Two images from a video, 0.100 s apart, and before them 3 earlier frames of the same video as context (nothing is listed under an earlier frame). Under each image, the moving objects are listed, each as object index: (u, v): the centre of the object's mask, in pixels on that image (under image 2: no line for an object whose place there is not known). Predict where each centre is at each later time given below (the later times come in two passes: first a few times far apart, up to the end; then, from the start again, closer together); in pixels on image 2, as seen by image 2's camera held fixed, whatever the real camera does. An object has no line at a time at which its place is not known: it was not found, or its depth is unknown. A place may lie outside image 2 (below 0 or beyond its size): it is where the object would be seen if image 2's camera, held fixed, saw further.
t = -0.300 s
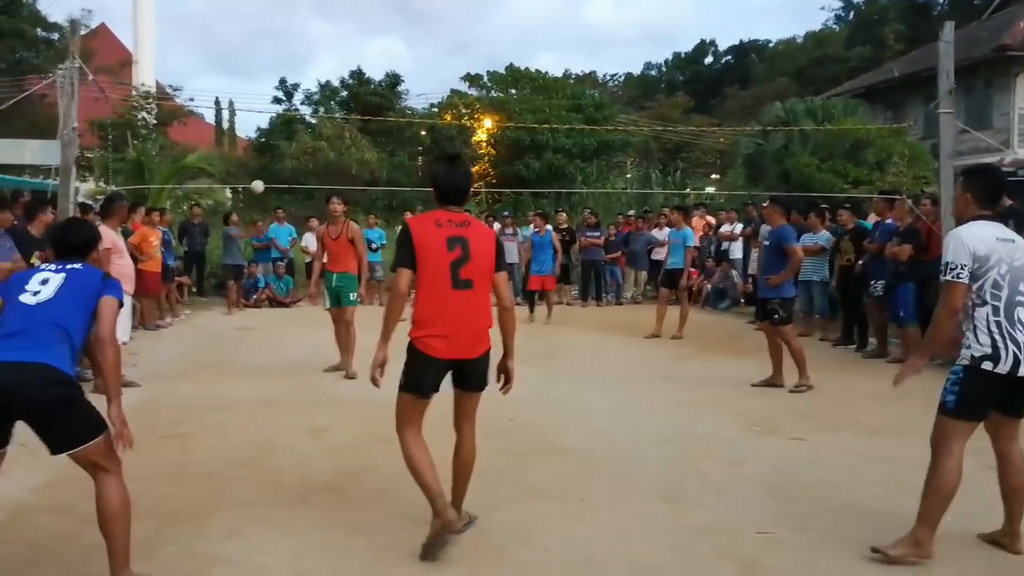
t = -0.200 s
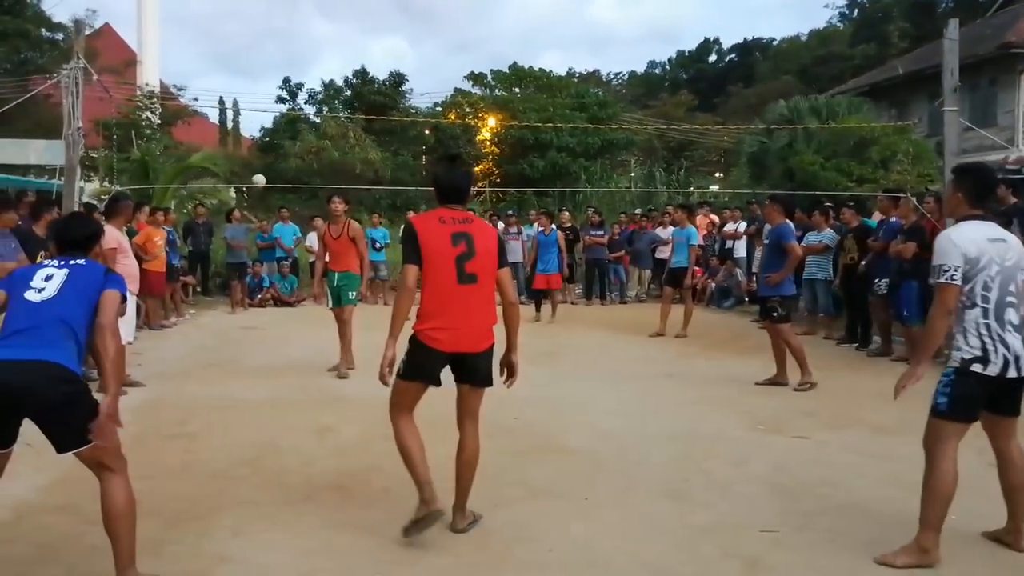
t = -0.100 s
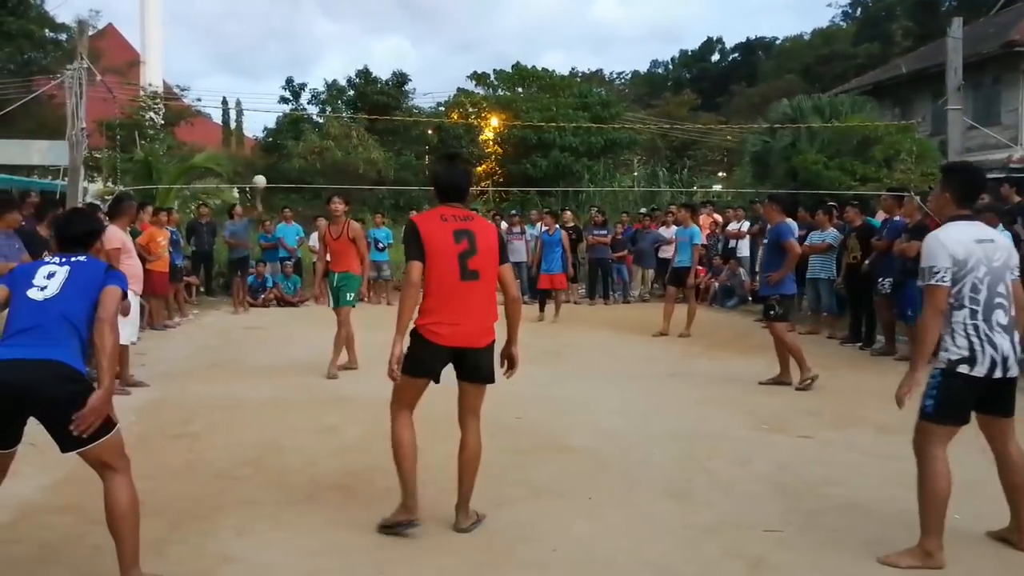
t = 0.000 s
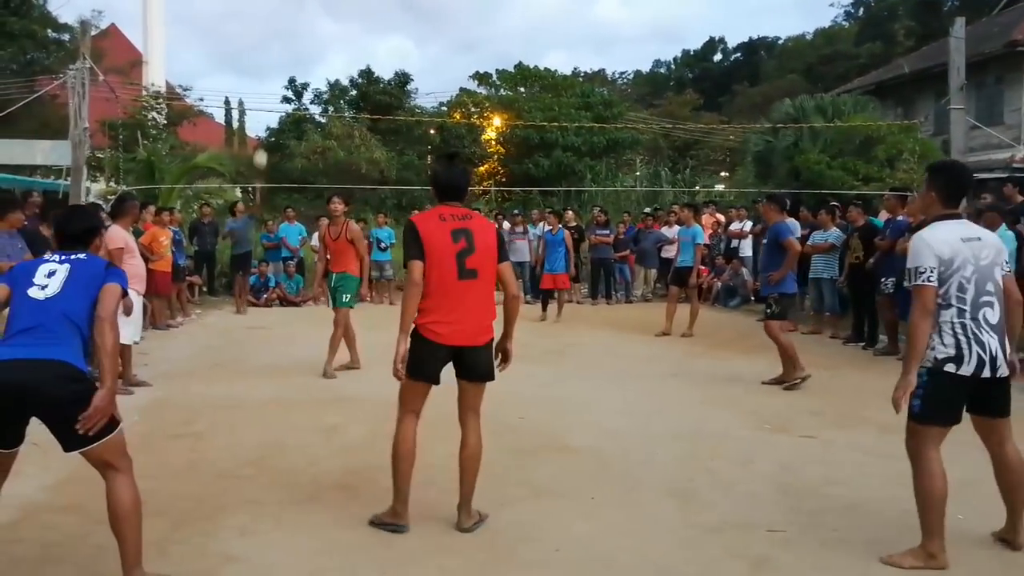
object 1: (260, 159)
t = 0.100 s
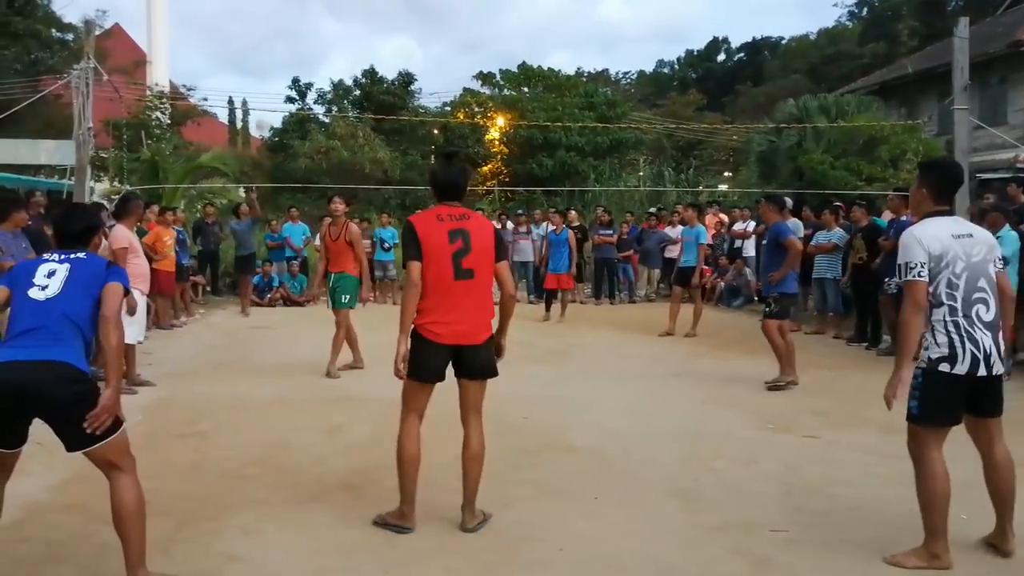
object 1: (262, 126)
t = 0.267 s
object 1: (261, 77)
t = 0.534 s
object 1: (262, 35)
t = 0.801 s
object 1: (264, 48)
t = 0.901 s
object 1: (266, 77)
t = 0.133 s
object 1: (261, 115)
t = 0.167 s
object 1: (261, 104)
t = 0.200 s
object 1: (261, 94)
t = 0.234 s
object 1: (261, 85)
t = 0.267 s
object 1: (261, 77)
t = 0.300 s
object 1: (261, 69)
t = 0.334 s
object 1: (261, 62)
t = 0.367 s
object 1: (261, 55)
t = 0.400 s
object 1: (261, 47)
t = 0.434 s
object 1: (261, 44)
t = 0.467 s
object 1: (261, 40)
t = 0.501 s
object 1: (262, 37)
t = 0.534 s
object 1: (262, 35)
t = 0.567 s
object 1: (262, 34)
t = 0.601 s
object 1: (262, 33)
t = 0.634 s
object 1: (262, 33)
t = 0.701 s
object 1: (263, 35)
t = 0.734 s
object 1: (263, 38)
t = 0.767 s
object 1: (264, 42)
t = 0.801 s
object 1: (264, 48)
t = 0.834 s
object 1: (265, 56)
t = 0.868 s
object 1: (266, 66)
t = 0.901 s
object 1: (266, 77)
